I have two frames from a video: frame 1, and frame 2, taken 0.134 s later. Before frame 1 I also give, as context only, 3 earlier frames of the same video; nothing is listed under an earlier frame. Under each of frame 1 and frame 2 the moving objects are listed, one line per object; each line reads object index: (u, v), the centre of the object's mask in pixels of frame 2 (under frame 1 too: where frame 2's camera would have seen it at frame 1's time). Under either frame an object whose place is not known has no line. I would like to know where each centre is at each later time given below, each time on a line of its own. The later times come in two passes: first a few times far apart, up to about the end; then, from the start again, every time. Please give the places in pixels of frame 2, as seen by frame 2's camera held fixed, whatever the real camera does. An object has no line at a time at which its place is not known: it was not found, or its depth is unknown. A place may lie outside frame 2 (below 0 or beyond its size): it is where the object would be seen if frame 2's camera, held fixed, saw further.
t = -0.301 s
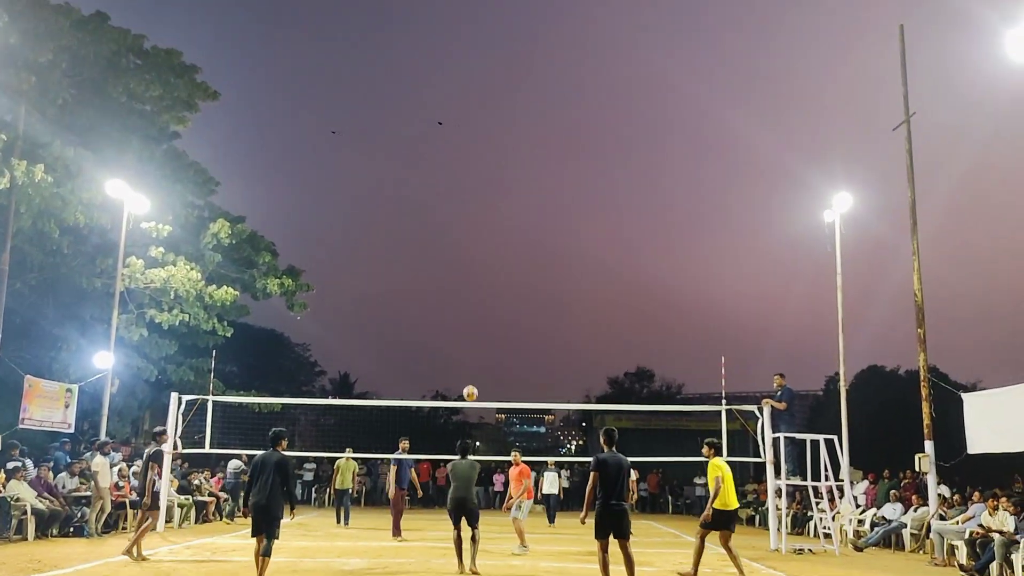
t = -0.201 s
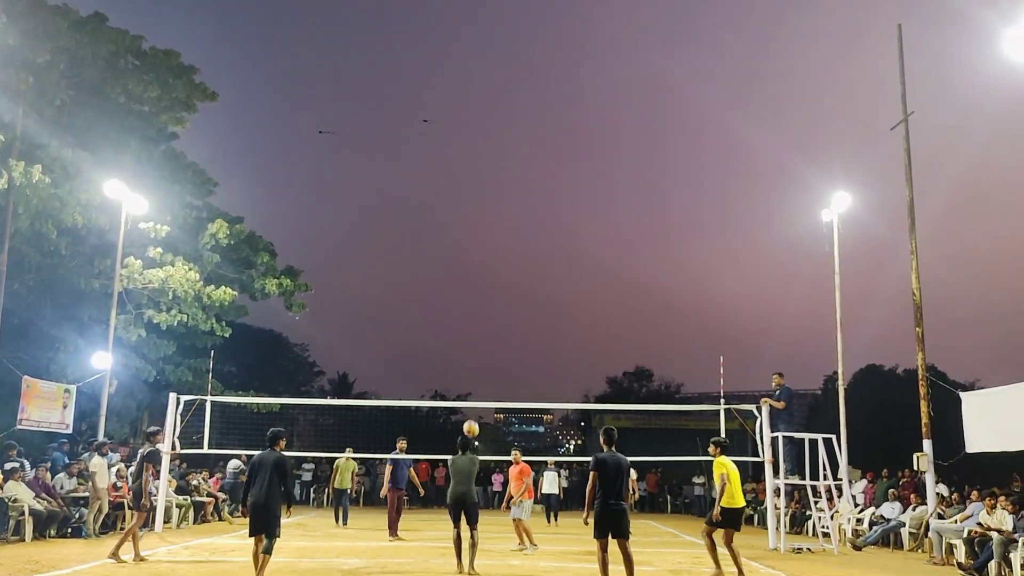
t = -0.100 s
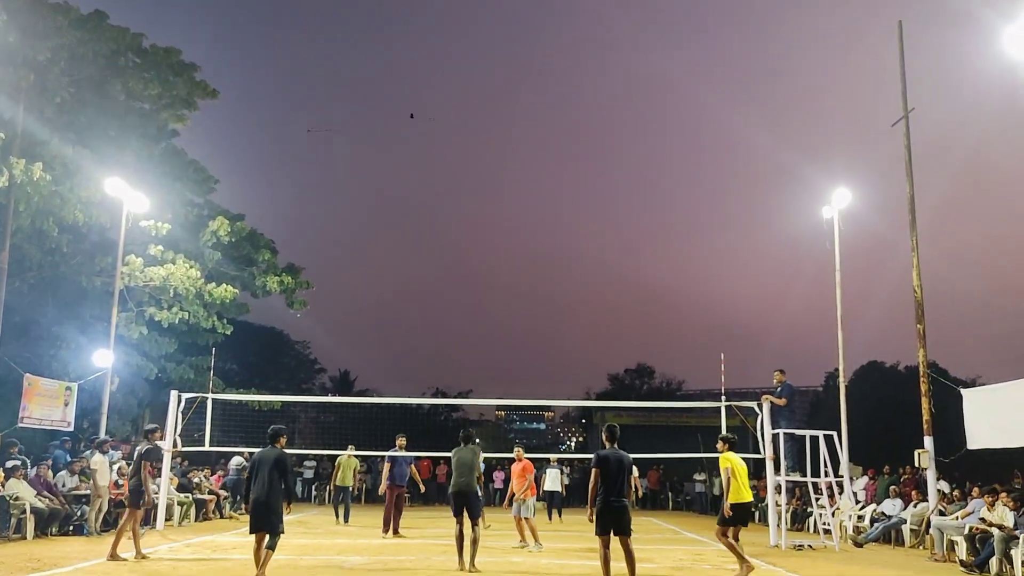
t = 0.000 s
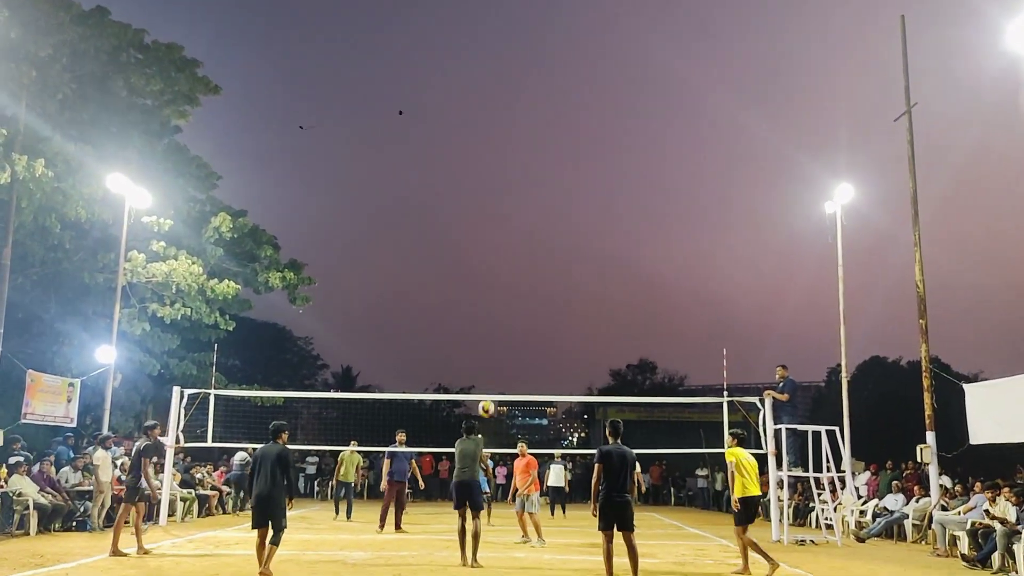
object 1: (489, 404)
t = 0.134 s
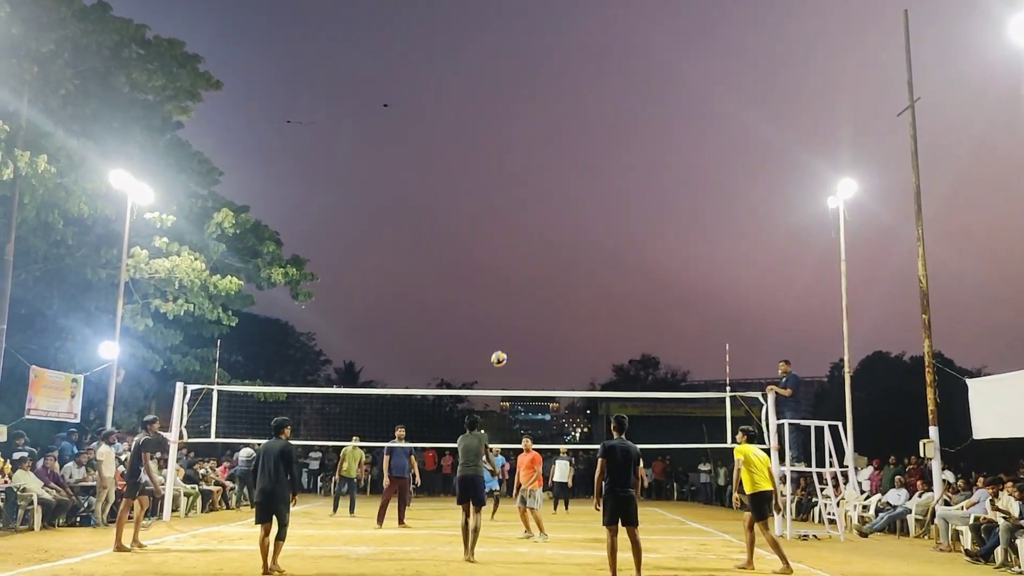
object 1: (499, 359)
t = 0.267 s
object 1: (509, 328)
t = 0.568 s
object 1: (528, 306)
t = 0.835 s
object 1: (543, 332)
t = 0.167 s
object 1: (501, 350)
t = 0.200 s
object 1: (504, 342)
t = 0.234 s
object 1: (506, 335)
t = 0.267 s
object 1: (509, 328)
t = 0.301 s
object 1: (511, 323)
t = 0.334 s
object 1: (513, 318)
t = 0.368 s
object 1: (515, 315)
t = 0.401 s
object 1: (517, 311)
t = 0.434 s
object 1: (520, 308)
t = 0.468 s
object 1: (522, 307)
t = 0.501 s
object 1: (524, 306)
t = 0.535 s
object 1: (526, 305)
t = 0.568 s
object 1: (528, 306)
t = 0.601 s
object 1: (530, 307)
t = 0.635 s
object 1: (532, 309)
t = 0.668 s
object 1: (534, 311)
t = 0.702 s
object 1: (536, 314)
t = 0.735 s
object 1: (538, 317)
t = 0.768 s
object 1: (539, 321)
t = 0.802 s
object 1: (541, 326)
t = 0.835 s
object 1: (543, 332)
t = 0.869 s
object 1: (545, 338)
